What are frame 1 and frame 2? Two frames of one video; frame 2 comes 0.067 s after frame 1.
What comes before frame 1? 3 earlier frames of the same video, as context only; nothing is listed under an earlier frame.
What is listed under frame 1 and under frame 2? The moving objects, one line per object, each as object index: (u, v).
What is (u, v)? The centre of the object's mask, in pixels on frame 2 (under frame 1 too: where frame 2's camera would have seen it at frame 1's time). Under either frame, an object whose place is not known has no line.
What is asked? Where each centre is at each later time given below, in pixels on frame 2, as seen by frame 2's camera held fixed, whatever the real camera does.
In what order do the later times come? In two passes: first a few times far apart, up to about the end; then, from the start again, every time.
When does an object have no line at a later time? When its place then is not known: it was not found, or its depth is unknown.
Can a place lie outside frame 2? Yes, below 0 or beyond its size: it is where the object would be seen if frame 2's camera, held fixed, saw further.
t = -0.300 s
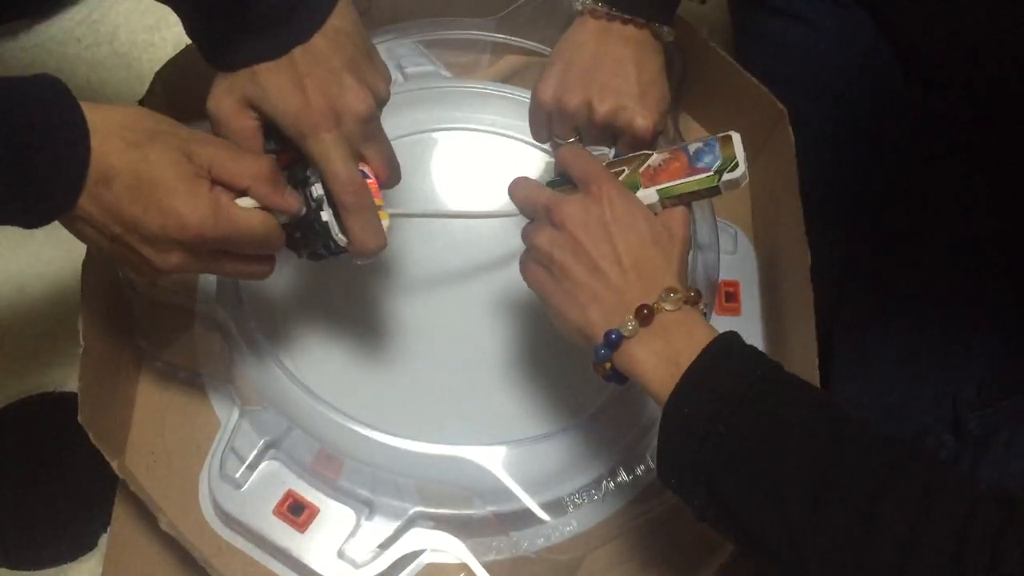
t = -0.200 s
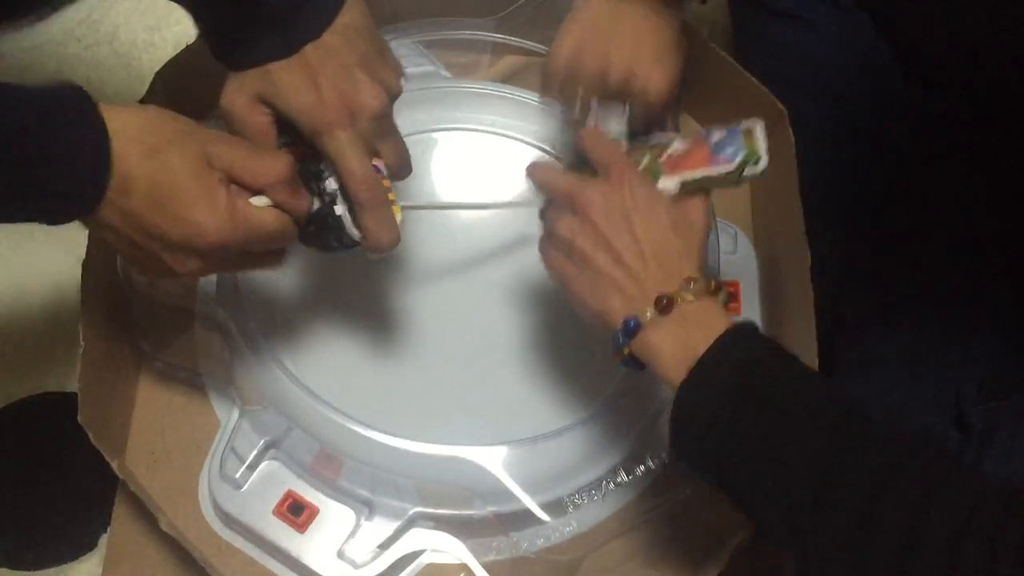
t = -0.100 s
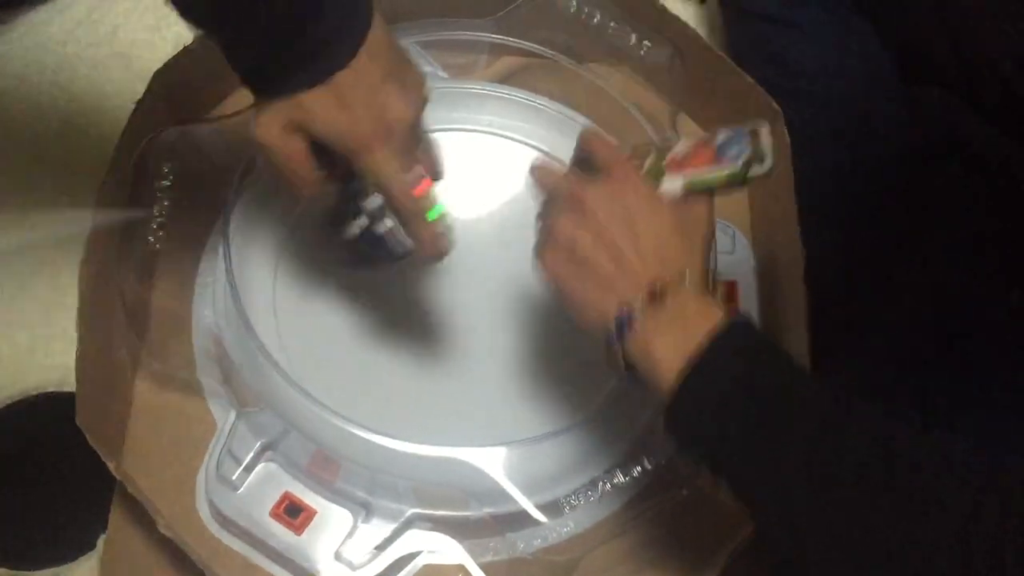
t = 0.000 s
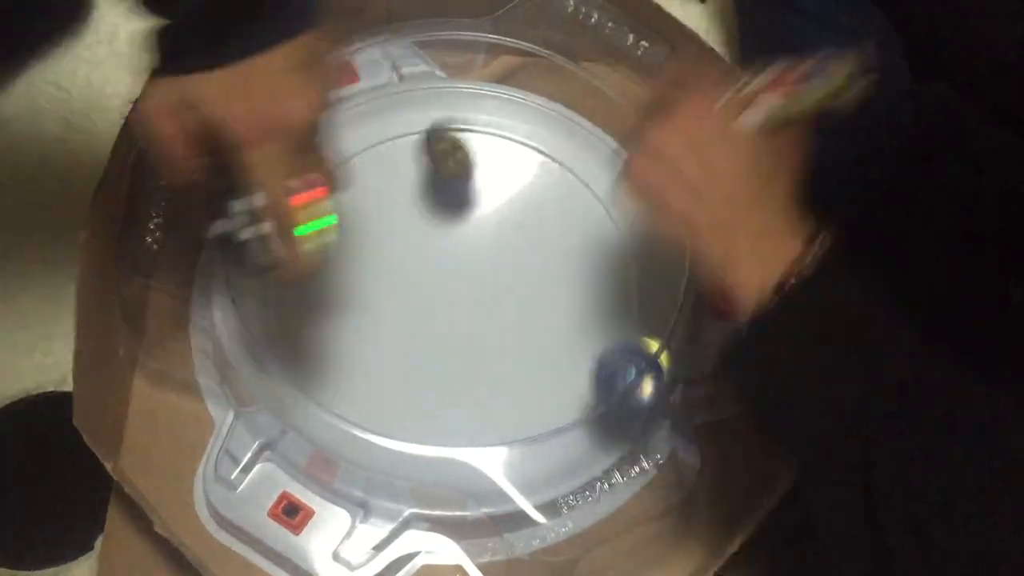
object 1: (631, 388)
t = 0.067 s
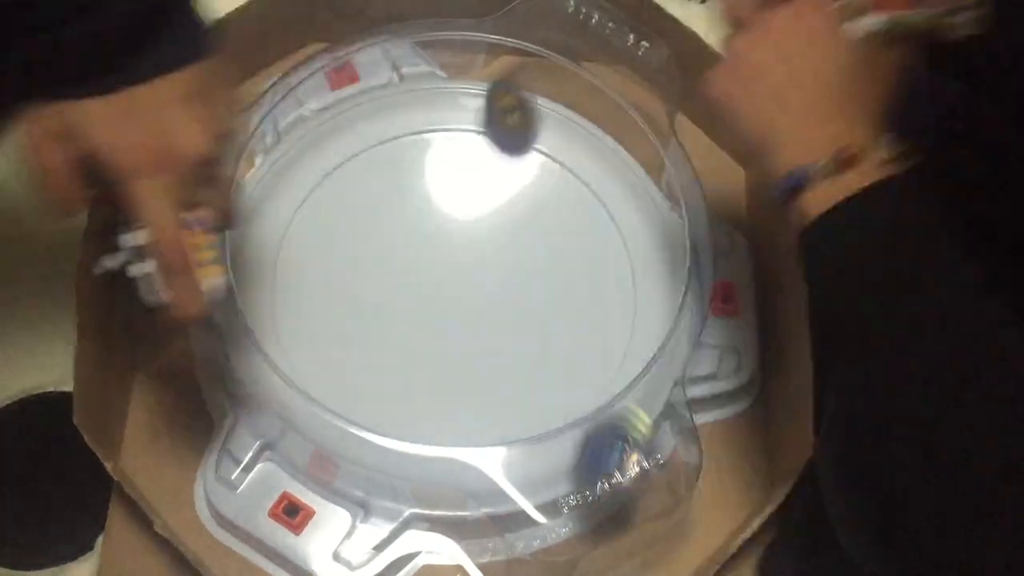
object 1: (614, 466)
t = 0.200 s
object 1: (562, 552)
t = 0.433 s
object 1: (640, 503)
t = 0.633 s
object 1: (640, 502)
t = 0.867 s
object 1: (627, 510)
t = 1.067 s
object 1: (627, 509)
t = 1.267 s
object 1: (640, 502)
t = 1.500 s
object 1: (641, 501)
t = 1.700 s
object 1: (629, 508)
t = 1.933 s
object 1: (634, 506)
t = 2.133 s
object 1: (629, 508)
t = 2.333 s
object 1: (642, 501)
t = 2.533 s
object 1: (645, 507)
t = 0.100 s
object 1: (599, 512)
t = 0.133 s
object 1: (577, 542)
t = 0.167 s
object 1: (563, 557)
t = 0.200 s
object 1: (562, 552)
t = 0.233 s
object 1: (571, 543)
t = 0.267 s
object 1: (592, 529)
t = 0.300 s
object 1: (616, 516)
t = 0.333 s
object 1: (643, 502)
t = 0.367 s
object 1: (646, 498)
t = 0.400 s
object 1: (643, 501)
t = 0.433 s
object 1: (640, 503)
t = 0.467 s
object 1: (639, 503)
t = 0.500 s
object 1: (641, 501)
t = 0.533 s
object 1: (642, 500)
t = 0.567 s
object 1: (639, 502)
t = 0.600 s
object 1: (640, 502)
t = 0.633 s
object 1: (640, 502)
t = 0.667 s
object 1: (640, 502)
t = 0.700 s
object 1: (639, 502)
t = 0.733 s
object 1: (635, 505)
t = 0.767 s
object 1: (629, 508)
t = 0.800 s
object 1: (625, 510)
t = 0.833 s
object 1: (626, 510)
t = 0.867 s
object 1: (627, 510)
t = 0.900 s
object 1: (632, 506)
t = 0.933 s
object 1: (637, 504)
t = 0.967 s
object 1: (638, 502)
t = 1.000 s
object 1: (637, 503)
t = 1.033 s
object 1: (633, 506)
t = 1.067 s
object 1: (627, 509)
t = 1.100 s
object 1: (624, 511)
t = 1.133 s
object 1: (625, 510)
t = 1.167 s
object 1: (632, 506)
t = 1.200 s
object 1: (639, 503)
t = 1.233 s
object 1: (642, 500)
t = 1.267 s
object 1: (640, 502)
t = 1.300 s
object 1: (631, 507)
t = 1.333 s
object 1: (624, 510)
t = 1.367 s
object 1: (622, 512)
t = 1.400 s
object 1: (624, 511)
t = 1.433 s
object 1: (629, 508)
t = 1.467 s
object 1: (636, 505)
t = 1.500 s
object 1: (641, 501)
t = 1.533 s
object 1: (639, 501)
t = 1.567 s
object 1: (634, 504)
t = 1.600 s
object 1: (629, 507)
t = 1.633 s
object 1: (627, 509)
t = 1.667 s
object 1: (626, 509)
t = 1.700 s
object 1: (629, 508)
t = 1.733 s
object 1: (629, 508)
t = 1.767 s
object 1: (631, 507)
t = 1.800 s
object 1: (635, 504)
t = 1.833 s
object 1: (639, 503)
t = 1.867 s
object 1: (643, 499)
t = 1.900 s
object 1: (639, 502)
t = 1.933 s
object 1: (634, 506)
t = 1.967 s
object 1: (626, 509)
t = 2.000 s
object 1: (626, 509)
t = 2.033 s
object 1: (625, 510)
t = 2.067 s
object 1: (626, 509)
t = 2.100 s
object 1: (628, 507)
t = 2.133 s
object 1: (629, 508)
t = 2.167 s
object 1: (634, 506)
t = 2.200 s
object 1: (637, 502)
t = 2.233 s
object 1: (639, 502)
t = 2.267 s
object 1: (641, 502)
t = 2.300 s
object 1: (643, 500)
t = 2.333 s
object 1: (642, 501)
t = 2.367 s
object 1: (636, 503)
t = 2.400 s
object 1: (631, 507)
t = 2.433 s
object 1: (626, 512)
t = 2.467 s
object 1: (627, 510)
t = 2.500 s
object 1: (633, 509)
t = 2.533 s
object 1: (645, 507)
